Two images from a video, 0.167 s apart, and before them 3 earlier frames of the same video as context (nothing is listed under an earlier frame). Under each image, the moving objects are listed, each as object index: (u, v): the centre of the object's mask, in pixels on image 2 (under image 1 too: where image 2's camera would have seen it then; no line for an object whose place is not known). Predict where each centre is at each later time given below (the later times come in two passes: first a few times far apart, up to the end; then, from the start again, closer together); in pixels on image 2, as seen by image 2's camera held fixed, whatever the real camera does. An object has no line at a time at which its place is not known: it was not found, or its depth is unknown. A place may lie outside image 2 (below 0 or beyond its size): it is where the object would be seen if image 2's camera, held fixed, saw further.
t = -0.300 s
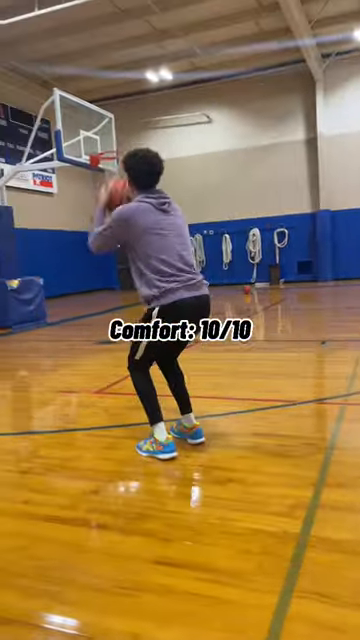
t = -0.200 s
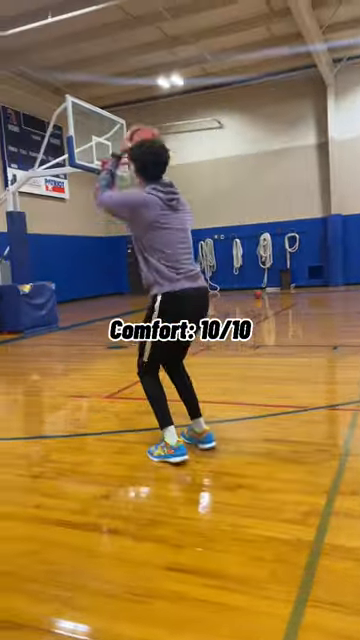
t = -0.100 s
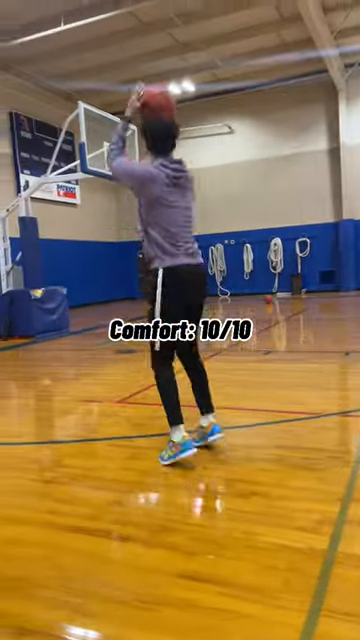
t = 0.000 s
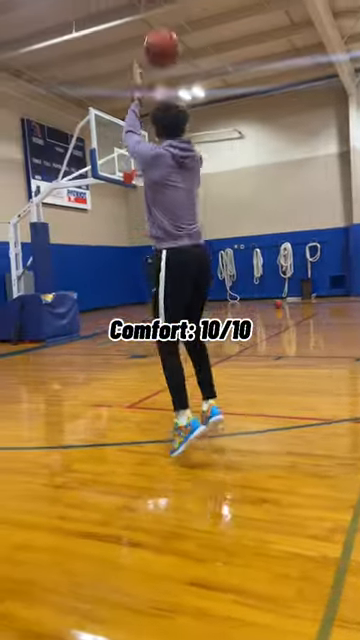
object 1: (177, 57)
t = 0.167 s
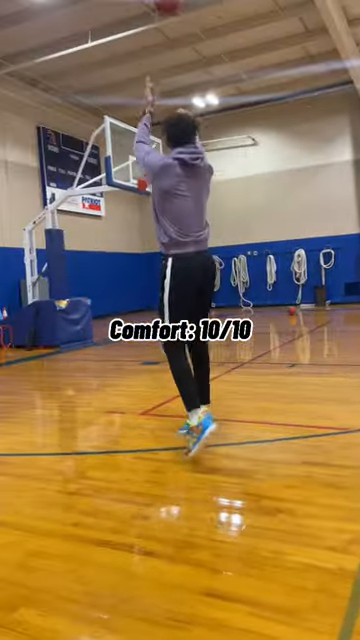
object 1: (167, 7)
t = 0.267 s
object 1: (163, 2)
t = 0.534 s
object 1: (158, 10)
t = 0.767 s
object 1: (156, 64)
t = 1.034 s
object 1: (156, 146)
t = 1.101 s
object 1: (157, 168)
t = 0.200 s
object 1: (165, 5)
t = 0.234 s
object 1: (165, 4)
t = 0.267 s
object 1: (163, 2)
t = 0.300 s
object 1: (162, 2)
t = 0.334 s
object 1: (163, 2)
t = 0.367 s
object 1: (162, 1)
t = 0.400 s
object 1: (161, 1)
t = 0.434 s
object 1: (160, 2)
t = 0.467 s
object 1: (158, 2)
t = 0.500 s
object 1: (159, 5)
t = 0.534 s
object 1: (158, 10)
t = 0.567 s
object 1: (157, 18)
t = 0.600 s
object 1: (156, 25)
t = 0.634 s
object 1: (156, 31)
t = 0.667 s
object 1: (156, 39)
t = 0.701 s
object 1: (156, 47)
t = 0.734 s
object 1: (156, 55)
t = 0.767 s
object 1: (156, 64)
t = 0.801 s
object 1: (156, 73)
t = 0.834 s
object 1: (156, 83)
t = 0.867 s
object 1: (156, 92)
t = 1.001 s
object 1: (156, 135)
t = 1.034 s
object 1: (156, 146)
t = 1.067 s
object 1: (157, 158)
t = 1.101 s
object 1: (157, 168)
